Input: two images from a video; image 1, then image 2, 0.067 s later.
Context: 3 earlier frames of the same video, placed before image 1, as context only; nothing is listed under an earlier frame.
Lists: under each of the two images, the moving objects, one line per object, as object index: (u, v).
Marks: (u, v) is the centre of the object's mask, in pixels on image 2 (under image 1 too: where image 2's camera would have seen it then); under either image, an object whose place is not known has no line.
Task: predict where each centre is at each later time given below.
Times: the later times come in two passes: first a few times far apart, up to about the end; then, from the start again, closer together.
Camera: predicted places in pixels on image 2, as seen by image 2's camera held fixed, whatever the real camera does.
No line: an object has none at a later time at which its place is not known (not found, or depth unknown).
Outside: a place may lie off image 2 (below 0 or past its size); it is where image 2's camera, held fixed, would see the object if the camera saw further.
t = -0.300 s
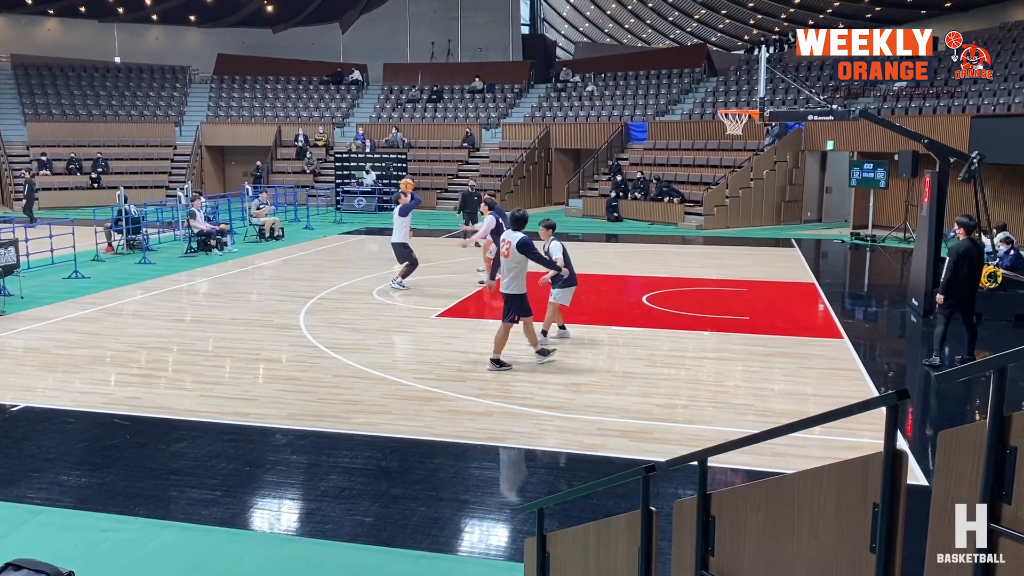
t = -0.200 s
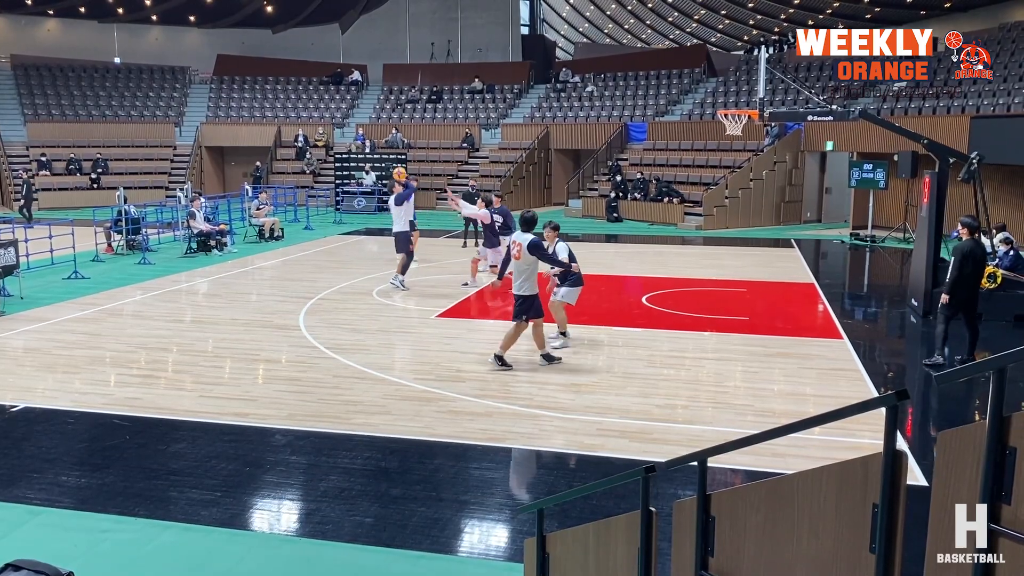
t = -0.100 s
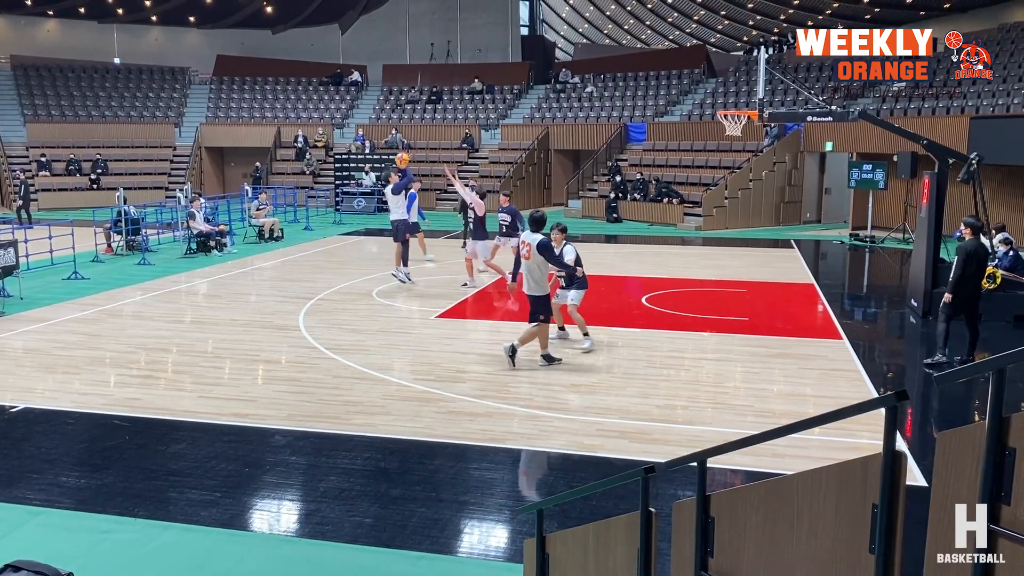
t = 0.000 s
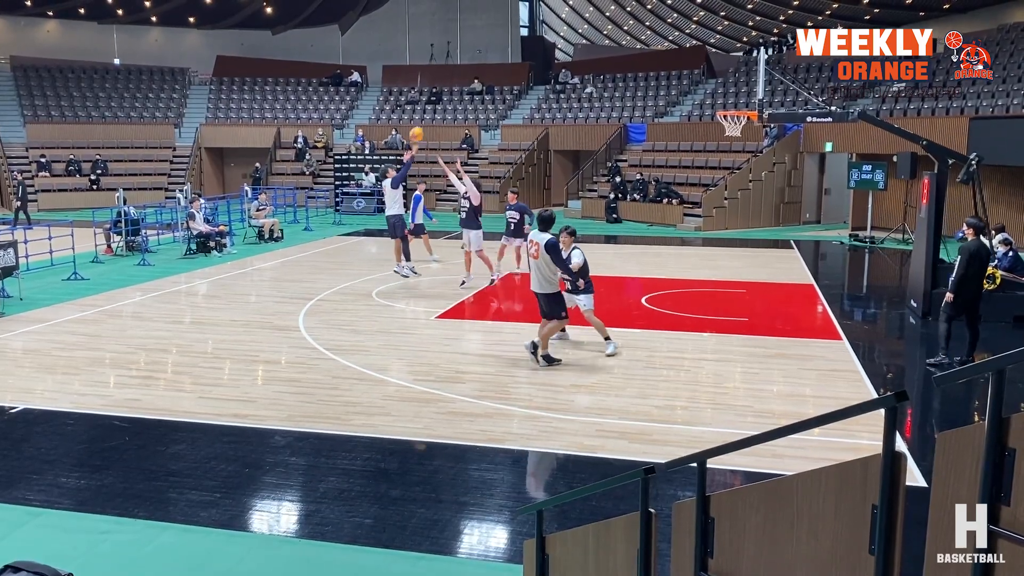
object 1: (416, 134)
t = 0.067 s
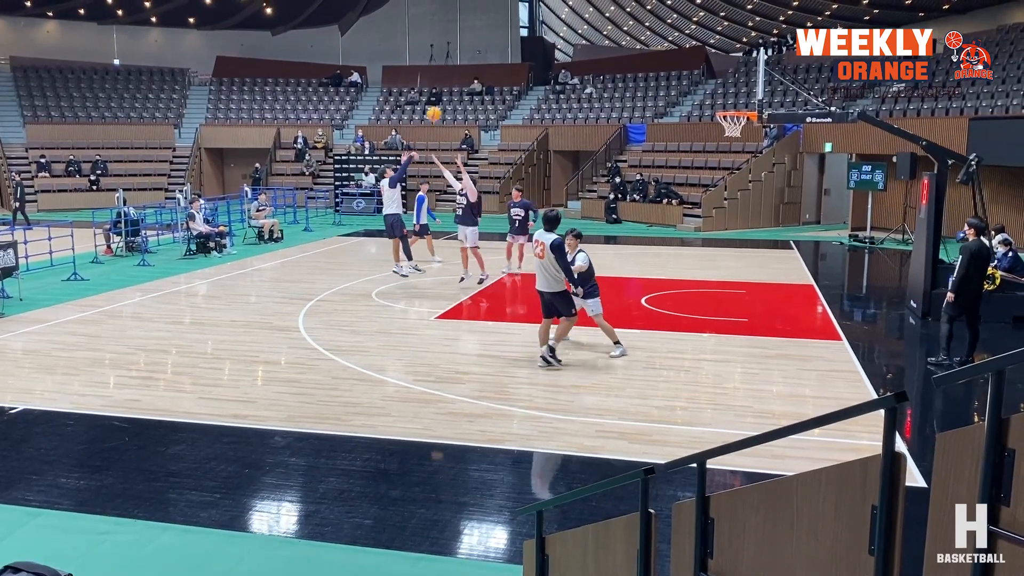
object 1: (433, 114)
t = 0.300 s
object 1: (498, 59)
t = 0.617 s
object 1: (588, 33)
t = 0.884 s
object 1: (665, 59)
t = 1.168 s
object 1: (743, 126)
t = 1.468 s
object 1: (751, 147)
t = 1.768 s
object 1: (759, 223)
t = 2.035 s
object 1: (758, 280)
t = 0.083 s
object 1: (438, 109)
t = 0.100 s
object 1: (443, 104)
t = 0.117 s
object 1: (447, 100)
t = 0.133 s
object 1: (452, 95)
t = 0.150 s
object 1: (456, 91)
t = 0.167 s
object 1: (461, 87)
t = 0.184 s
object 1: (465, 83)
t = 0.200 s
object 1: (470, 79)
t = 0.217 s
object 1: (475, 76)
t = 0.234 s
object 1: (479, 72)
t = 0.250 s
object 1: (484, 69)
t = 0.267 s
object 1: (488, 65)
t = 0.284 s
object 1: (493, 62)
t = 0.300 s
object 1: (498, 59)
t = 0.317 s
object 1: (502, 56)
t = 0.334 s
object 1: (507, 54)
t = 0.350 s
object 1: (512, 51)
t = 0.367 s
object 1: (516, 49)
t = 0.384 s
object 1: (521, 47)
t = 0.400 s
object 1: (526, 45)
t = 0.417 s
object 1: (530, 43)
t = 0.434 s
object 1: (535, 41)
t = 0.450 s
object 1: (540, 40)
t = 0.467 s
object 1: (545, 38)
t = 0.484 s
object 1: (549, 37)
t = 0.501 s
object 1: (554, 36)
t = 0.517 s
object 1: (559, 35)
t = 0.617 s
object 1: (588, 33)
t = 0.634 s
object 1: (593, 34)
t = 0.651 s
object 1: (598, 34)
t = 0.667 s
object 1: (603, 35)
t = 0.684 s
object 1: (608, 35)
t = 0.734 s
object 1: (622, 39)
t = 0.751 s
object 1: (627, 40)
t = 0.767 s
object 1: (632, 42)
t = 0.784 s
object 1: (637, 44)
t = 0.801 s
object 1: (641, 46)
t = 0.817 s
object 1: (646, 48)
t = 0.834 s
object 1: (651, 51)
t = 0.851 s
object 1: (656, 53)
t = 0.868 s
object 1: (661, 56)
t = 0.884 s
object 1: (665, 59)
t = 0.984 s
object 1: (695, 80)
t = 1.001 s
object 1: (699, 84)
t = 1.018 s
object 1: (705, 88)
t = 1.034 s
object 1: (709, 93)
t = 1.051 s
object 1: (714, 97)
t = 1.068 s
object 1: (719, 102)
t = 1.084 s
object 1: (723, 106)
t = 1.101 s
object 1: (728, 111)
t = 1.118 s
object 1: (732, 117)
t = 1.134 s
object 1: (738, 122)
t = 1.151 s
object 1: (741, 126)
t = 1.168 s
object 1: (743, 126)
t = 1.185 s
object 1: (744, 127)
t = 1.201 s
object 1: (744, 127)
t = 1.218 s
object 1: (745, 127)
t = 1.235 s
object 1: (746, 126)
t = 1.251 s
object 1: (746, 126)
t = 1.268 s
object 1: (747, 127)
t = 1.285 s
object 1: (747, 128)
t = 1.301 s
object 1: (747, 128)
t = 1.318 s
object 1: (748, 129)
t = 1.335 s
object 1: (748, 131)
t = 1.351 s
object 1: (748, 133)
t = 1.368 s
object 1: (749, 134)
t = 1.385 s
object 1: (750, 136)
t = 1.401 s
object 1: (750, 138)
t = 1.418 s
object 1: (751, 140)
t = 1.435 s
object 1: (751, 142)
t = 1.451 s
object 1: (751, 145)
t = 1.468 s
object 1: (751, 147)
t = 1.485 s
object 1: (752, 150)
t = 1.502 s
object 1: (752, 153)
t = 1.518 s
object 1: (752, 156)
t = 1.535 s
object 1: (753, 160)
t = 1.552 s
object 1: (754, 163)
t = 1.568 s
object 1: (755, 167)
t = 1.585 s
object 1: (755, 171)
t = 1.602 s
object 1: (755, 175)
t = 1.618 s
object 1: (756, 178)
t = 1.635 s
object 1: (756, 183)
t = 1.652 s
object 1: (756, 187)
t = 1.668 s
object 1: (756, 192)
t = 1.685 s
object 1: (757, 197)
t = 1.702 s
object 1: (757, 202)
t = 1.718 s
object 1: (757, 207)
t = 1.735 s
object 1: (758, 213)
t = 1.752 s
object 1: (758, 218)
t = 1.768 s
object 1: (759, 223)
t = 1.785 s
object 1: (759, 229)
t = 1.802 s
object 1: (760, 235)
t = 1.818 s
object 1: (760, 241)
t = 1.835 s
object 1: (760, 247)
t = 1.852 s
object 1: (761, 253)
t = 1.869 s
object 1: (761, 261)
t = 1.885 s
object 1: (761, 267)
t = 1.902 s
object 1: (762, 274)
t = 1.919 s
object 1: (762, 280)
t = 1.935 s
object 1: (762, 287)
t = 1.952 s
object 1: (762, 294)
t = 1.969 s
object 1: (763, 302)
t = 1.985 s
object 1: (761, 296)
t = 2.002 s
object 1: (760, 290)
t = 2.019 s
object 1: (759, 285)
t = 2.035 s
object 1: (758, 280)
